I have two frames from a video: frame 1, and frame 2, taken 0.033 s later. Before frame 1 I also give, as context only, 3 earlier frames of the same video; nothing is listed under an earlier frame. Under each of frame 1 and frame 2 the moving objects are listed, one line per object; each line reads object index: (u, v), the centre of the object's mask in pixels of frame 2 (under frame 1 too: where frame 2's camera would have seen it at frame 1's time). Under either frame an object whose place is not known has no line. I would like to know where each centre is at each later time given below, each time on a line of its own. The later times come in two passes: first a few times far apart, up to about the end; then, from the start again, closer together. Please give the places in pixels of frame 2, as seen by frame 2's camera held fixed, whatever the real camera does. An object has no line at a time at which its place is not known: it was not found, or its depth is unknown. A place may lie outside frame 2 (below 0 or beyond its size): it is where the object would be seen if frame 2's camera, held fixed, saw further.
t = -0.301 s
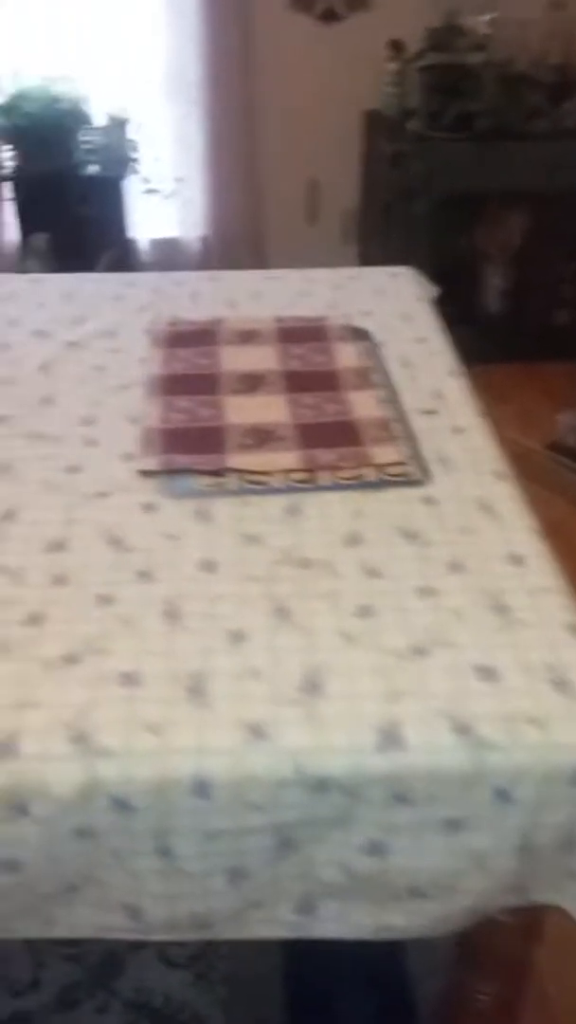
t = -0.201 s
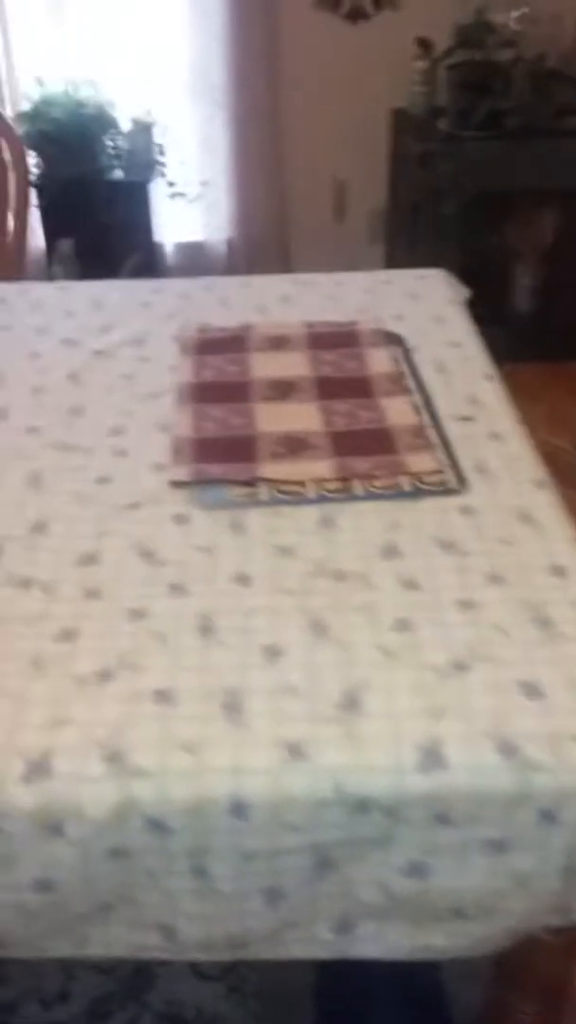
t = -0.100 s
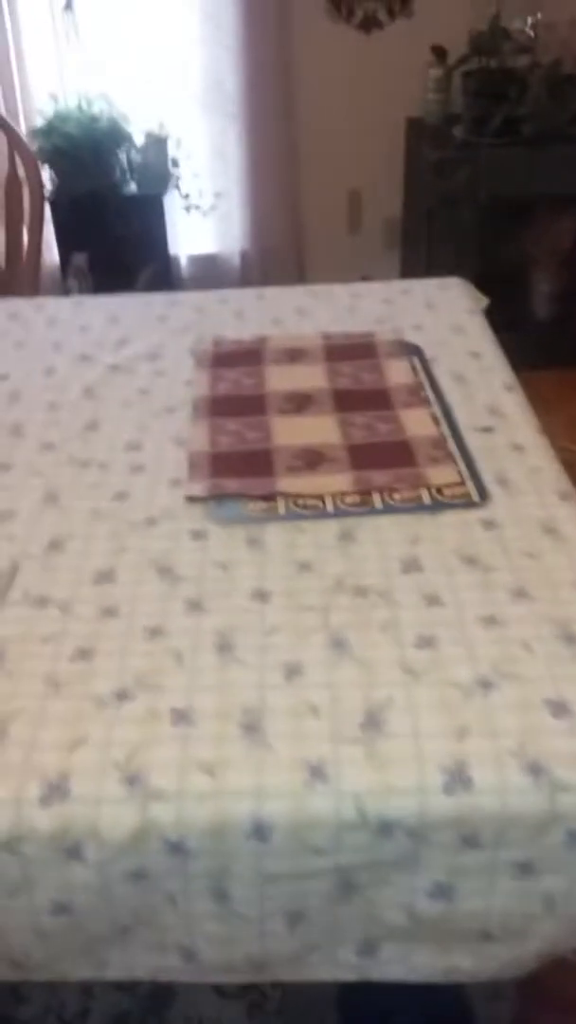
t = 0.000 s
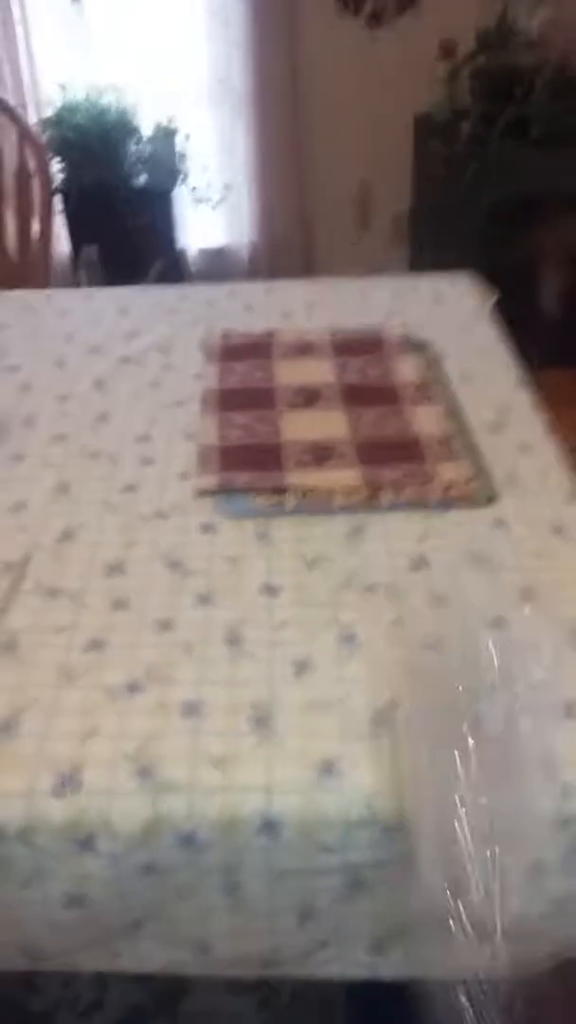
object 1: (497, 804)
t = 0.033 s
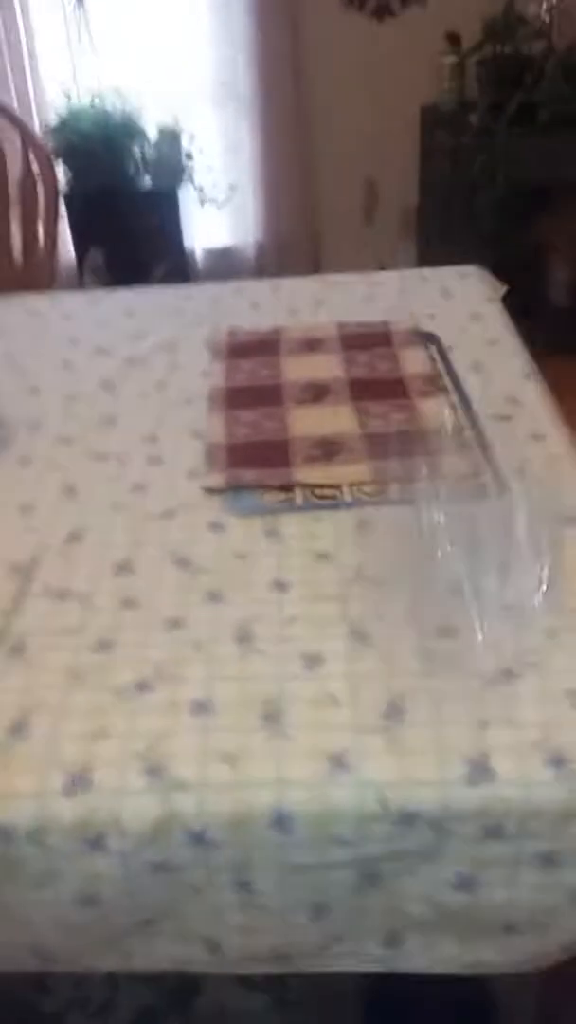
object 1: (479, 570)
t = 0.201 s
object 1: (346, 135)
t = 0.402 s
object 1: (278, 277)
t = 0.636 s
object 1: (275, 414)
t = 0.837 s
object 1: (271, 412)
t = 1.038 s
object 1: (269, 412)
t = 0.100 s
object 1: (404, 241)
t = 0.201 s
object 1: (346, 135)
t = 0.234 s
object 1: (323, 130)
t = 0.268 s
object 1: (308, 132)
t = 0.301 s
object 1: (294, 143)
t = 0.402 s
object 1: (278, 277)
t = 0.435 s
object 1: (273, 338)
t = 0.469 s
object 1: (272, 390)
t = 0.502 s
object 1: (272, 403)
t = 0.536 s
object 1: (271, 412)
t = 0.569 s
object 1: (273, 414)
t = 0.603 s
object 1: (274, 414)
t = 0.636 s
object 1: (275, 414)
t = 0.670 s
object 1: (275, 415)
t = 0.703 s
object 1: (275, 413)
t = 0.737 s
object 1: (273, 411)
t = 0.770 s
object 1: (272, 412)
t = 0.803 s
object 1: (271, 413)
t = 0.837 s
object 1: (271, 412)
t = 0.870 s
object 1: (271, 413)
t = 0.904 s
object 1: (271, 412)
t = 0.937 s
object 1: (271, 413)
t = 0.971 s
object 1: (269, 413)
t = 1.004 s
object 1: (268, 412)
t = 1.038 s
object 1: (269, 412)
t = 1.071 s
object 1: (269, 413)
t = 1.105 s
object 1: (269, 414)
